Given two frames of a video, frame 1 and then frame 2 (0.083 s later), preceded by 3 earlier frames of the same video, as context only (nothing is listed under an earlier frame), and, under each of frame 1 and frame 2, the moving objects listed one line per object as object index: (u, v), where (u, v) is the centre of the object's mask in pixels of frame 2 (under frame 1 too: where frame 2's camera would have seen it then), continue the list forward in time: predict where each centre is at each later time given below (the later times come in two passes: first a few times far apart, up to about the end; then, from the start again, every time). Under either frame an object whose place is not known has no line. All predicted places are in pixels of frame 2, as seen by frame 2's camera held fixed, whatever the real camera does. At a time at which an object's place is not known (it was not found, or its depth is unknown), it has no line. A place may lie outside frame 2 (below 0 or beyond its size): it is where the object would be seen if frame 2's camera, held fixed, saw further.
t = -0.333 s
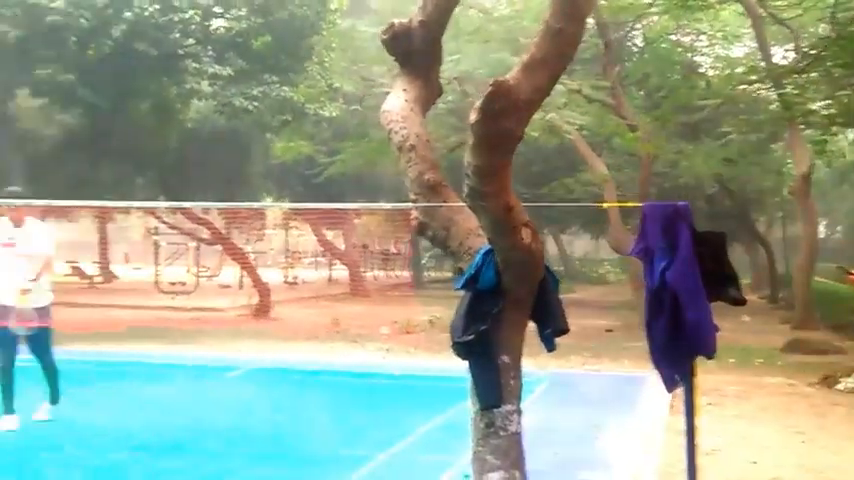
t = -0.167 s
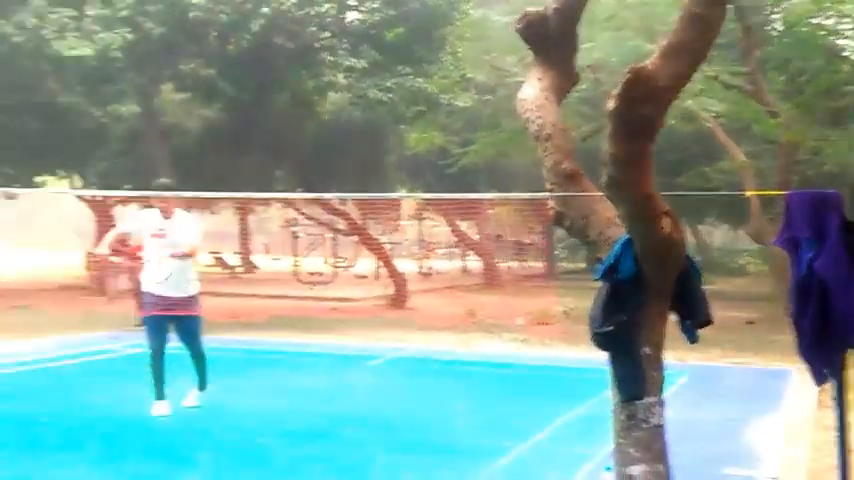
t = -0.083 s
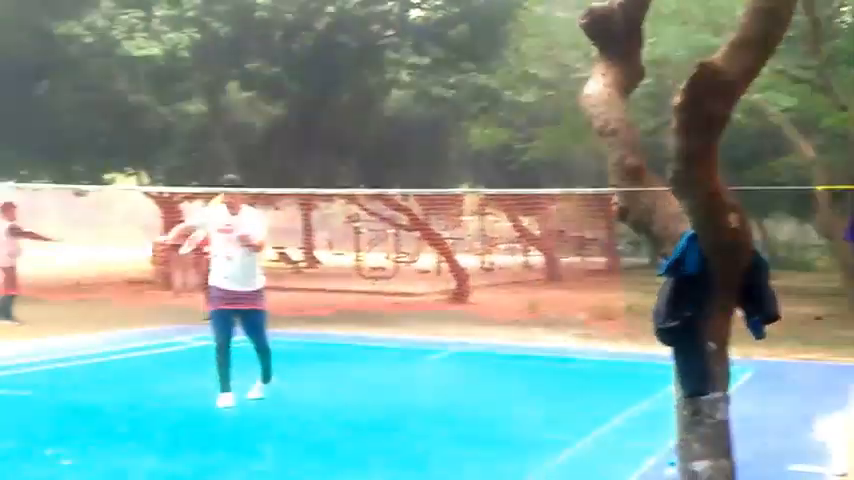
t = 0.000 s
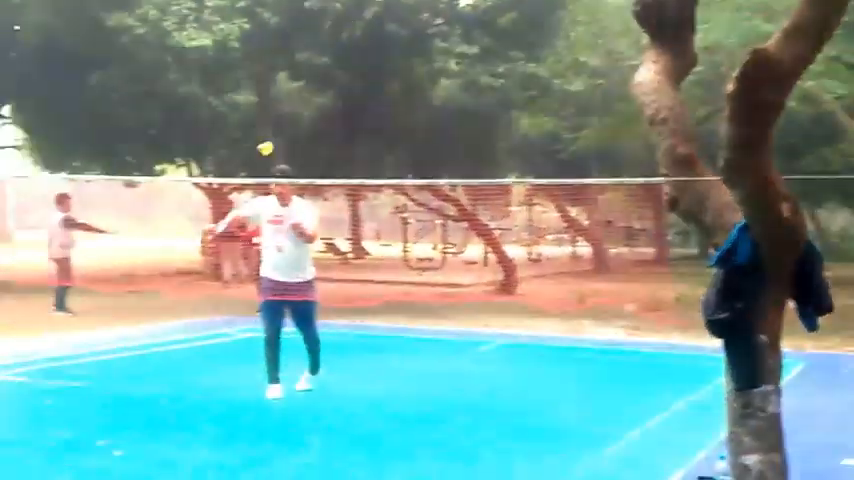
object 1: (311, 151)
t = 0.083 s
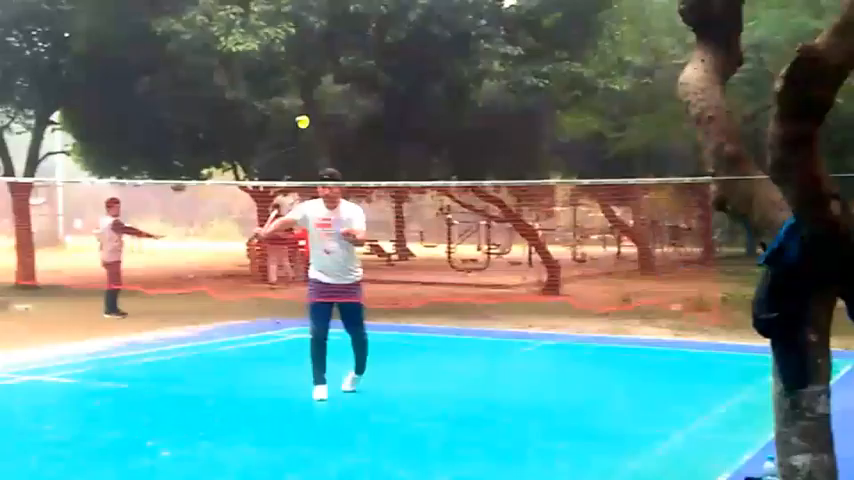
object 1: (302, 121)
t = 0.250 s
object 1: (290, 92)
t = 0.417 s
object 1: (284, 107)
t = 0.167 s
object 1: (293, 103)
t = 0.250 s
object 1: (290, 92)
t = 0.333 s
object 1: (288, 94)
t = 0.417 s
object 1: (284, 107)
